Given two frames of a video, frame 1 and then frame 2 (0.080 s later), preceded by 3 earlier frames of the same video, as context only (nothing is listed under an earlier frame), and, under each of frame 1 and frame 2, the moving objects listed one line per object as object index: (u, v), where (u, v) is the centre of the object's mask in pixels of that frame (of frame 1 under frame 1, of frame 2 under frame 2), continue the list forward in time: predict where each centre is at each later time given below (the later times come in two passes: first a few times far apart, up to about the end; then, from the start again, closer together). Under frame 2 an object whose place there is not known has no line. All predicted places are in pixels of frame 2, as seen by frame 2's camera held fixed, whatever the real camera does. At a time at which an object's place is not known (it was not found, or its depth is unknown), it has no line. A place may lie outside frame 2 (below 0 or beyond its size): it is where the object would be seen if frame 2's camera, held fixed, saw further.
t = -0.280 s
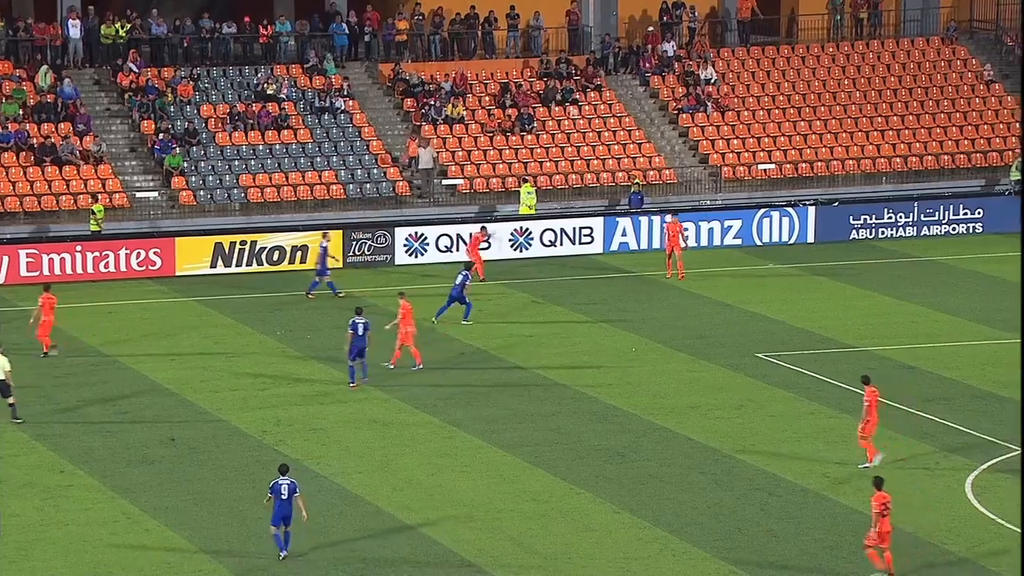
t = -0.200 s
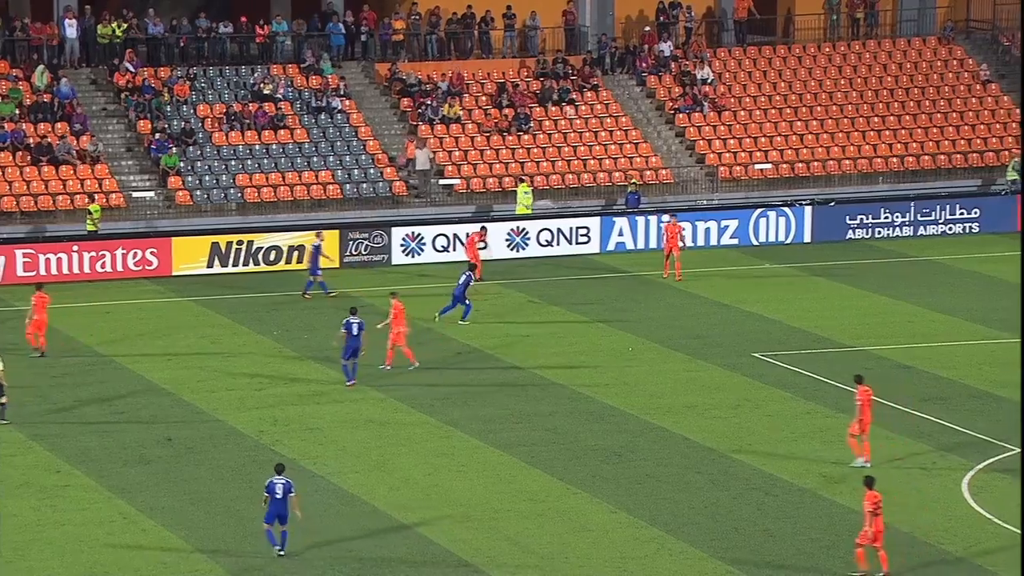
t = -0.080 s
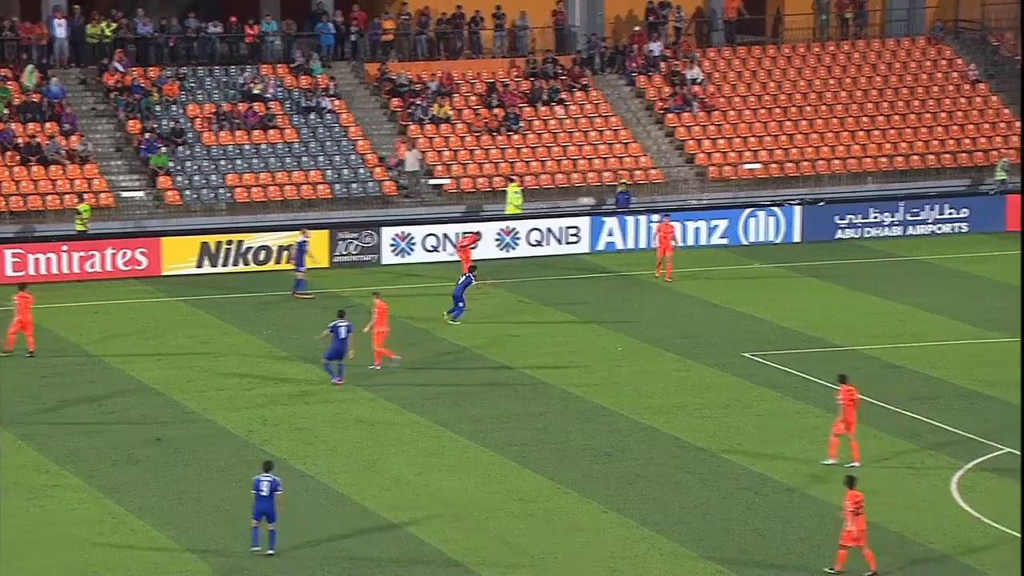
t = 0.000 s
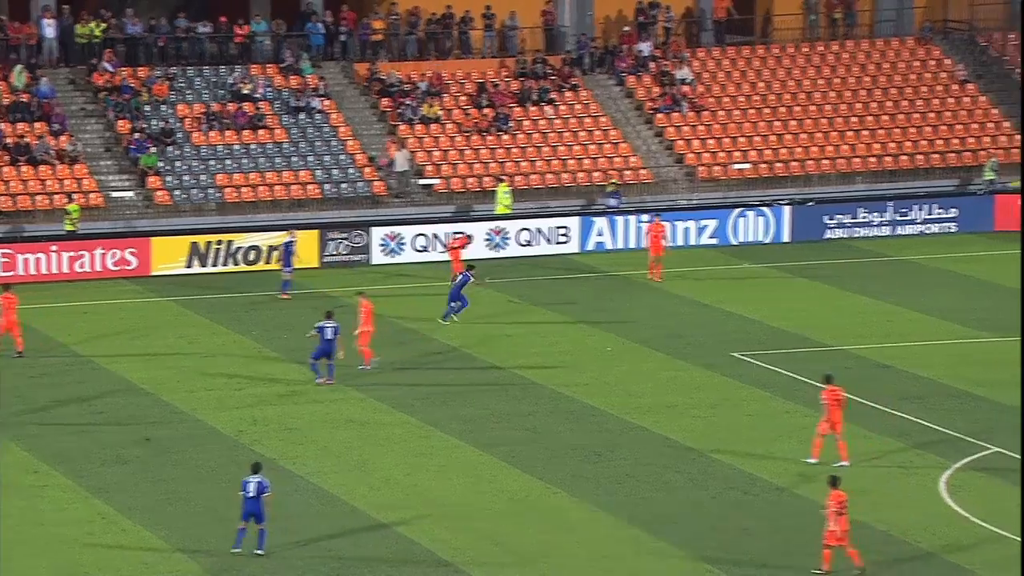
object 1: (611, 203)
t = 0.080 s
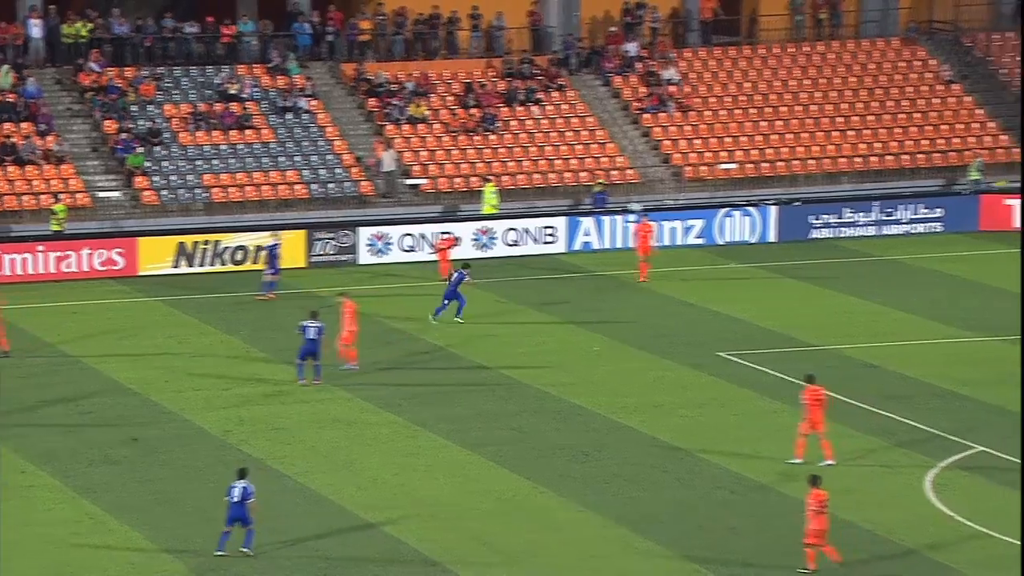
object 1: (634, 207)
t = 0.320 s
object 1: (743, 241)
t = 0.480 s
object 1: (816, 277)
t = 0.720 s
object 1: (914, 323)
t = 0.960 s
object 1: (982, 295)
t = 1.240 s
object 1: (1063, 295)
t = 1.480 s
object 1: (1132, 324)
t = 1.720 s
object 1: (1203, 376)
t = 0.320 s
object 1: (743, 241)
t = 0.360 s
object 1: (763, 249)
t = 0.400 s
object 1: (780, 257)
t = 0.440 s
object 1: (799, 268)
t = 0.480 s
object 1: (816, 277)
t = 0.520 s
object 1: (834, 289)
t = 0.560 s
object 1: (852, 301)
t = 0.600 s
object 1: (870, 314)
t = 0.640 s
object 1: (888, 327)
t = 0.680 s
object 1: (903, 331)
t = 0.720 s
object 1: (914, 323)
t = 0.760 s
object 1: (926, 316)
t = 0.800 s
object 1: (937, 311)
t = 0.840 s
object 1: (948, 306)
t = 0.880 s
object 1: (960, 301)
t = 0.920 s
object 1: (971, 297)
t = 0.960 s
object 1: (982, 295)
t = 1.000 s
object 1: (994, 292)
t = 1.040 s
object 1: (1005, 291)
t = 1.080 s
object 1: (1017, 290)
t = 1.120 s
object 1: (1028, 290)
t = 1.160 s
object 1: (1040, 291)
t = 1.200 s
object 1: (1051, 292)
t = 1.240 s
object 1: (1063, 295)
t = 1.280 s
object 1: (1074, 297)
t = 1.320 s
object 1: (1086, 301)
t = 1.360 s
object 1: (1097, 306)
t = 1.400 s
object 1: (1109, 311)
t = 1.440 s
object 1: (1121, 317)
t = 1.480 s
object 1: (1132, 324)
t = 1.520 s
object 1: (1144, 332)
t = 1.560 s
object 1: (1156, 340)
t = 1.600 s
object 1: (1167, 349)
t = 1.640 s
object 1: (1180, 359)
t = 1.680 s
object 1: (1192, 370)
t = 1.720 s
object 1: (1203, 376)
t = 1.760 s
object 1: (1214, 371)
